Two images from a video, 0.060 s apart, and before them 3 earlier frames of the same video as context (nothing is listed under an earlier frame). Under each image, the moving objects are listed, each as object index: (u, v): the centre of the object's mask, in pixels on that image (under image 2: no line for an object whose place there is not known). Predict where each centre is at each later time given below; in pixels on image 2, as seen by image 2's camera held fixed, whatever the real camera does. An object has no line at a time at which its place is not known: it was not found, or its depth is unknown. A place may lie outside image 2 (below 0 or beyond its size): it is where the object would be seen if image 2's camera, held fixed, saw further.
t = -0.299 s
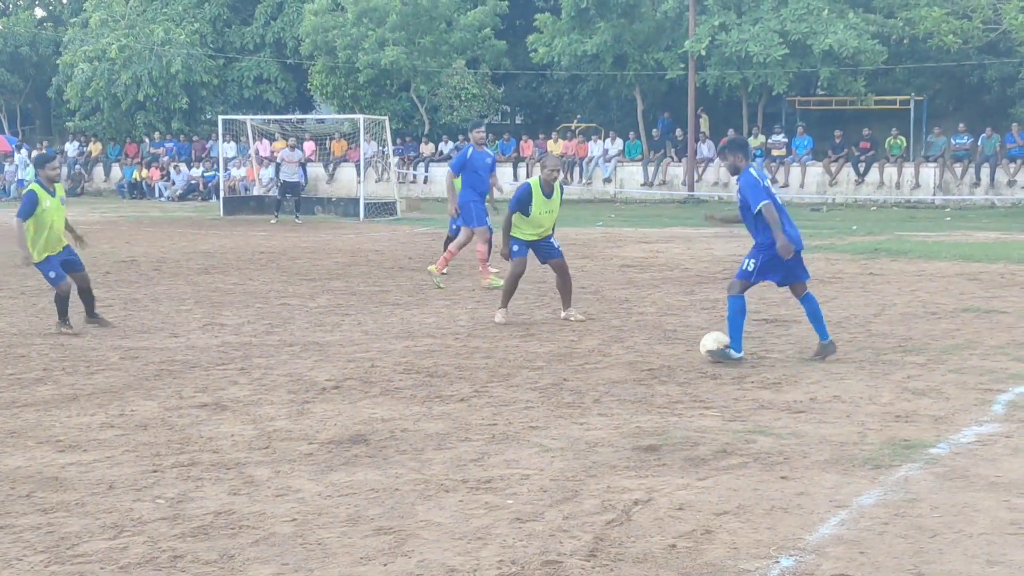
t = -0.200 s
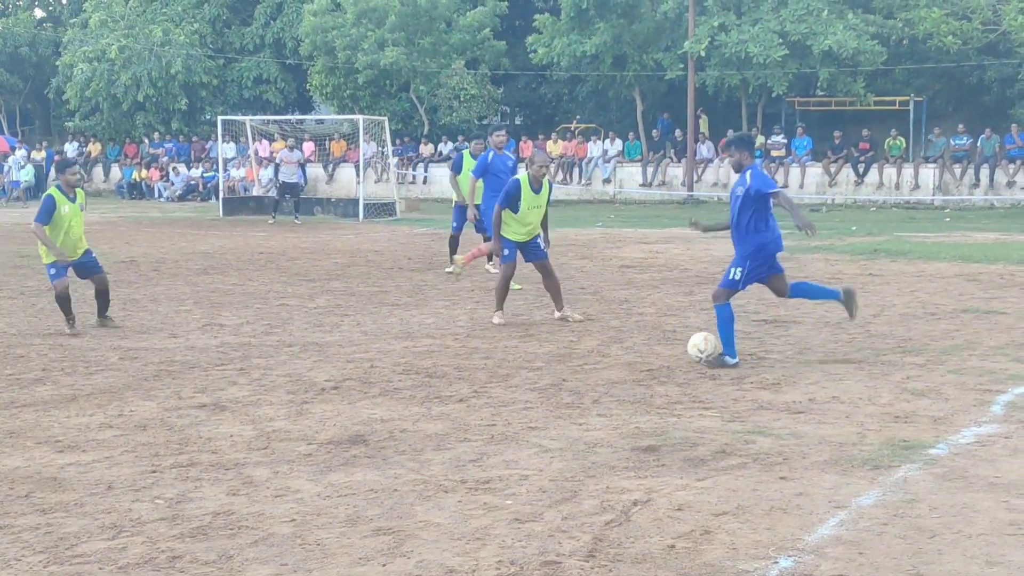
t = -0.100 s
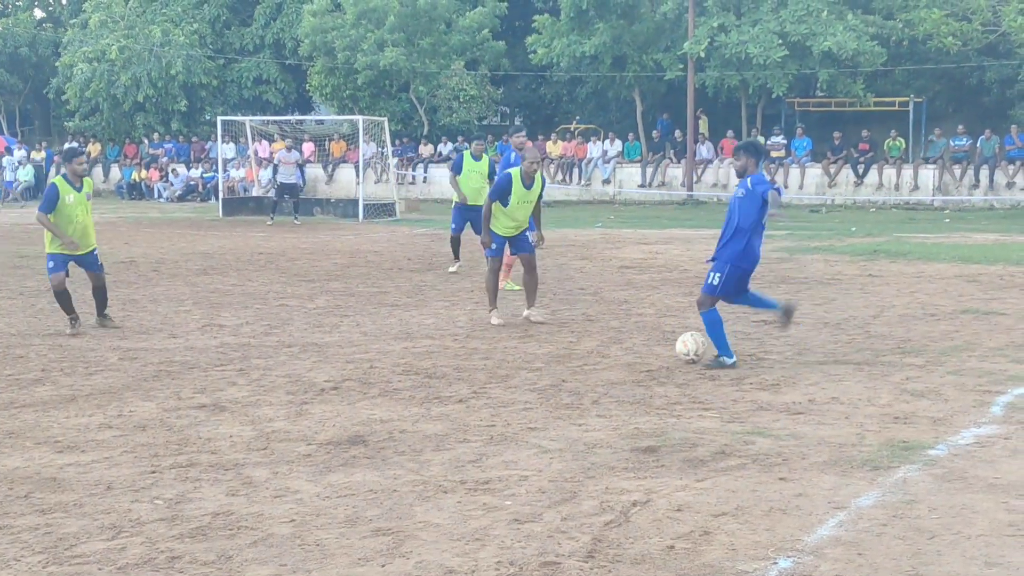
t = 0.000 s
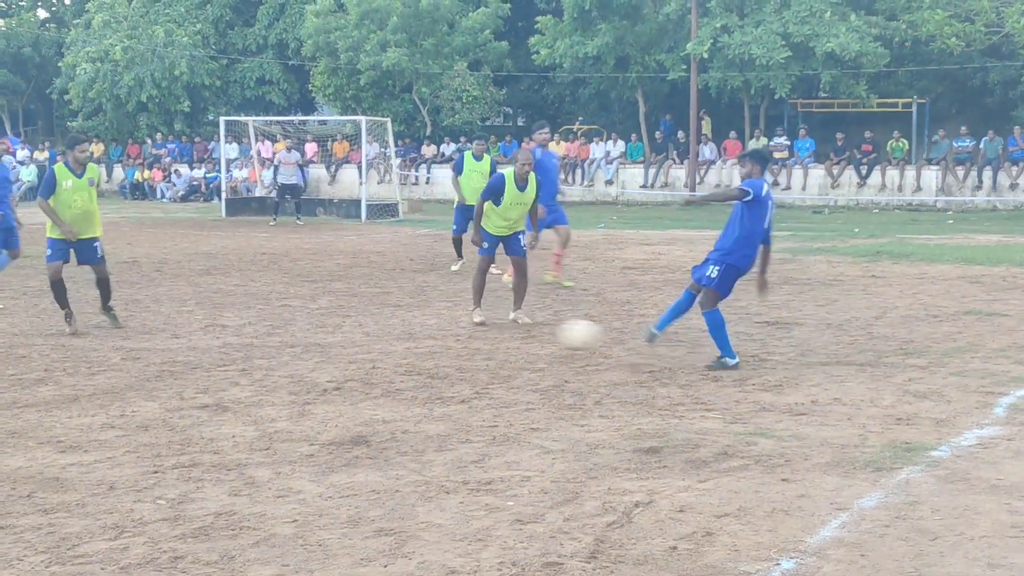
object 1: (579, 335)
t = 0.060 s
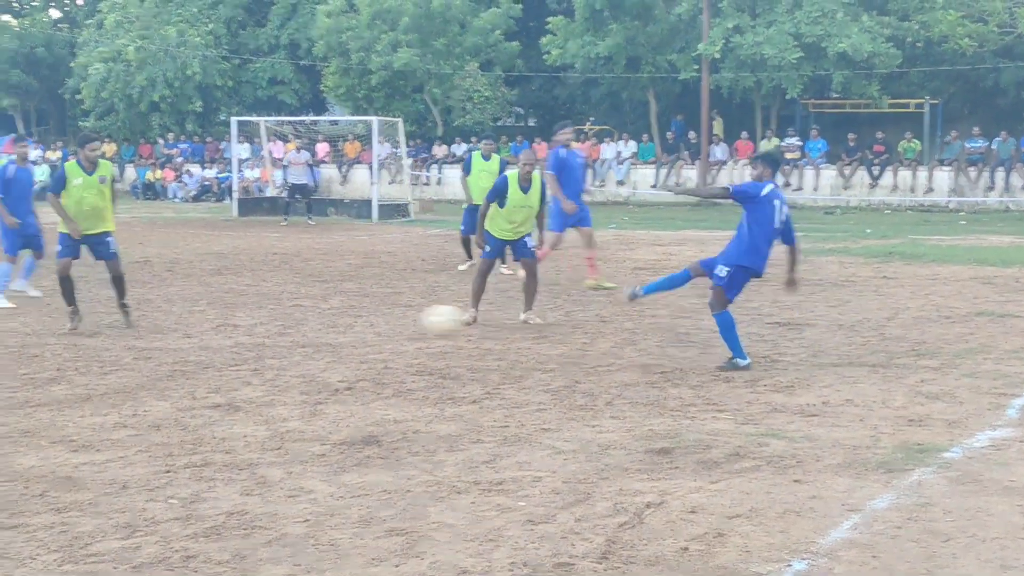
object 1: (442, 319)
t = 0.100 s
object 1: (343, 312)
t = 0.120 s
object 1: (295, 310)
